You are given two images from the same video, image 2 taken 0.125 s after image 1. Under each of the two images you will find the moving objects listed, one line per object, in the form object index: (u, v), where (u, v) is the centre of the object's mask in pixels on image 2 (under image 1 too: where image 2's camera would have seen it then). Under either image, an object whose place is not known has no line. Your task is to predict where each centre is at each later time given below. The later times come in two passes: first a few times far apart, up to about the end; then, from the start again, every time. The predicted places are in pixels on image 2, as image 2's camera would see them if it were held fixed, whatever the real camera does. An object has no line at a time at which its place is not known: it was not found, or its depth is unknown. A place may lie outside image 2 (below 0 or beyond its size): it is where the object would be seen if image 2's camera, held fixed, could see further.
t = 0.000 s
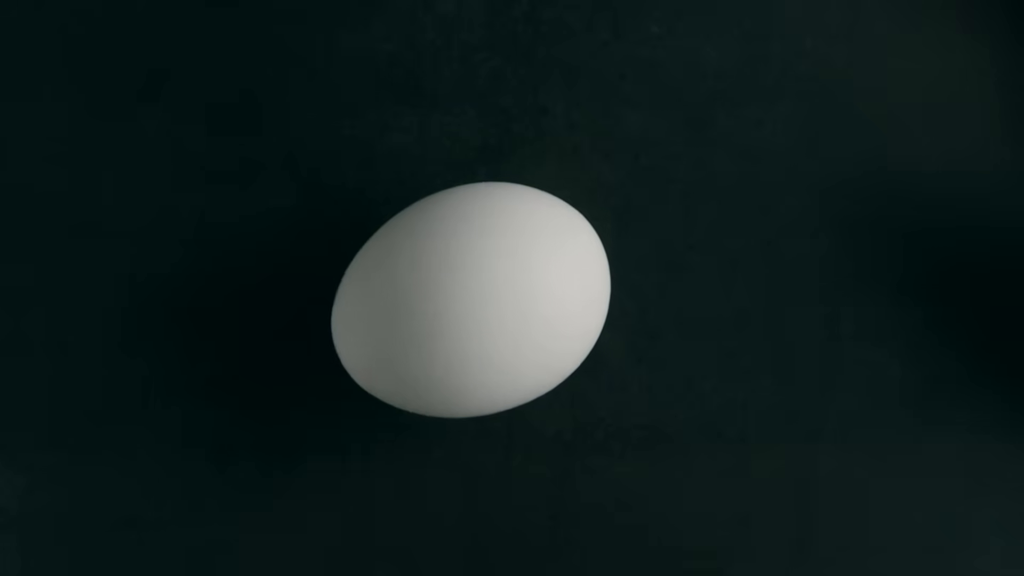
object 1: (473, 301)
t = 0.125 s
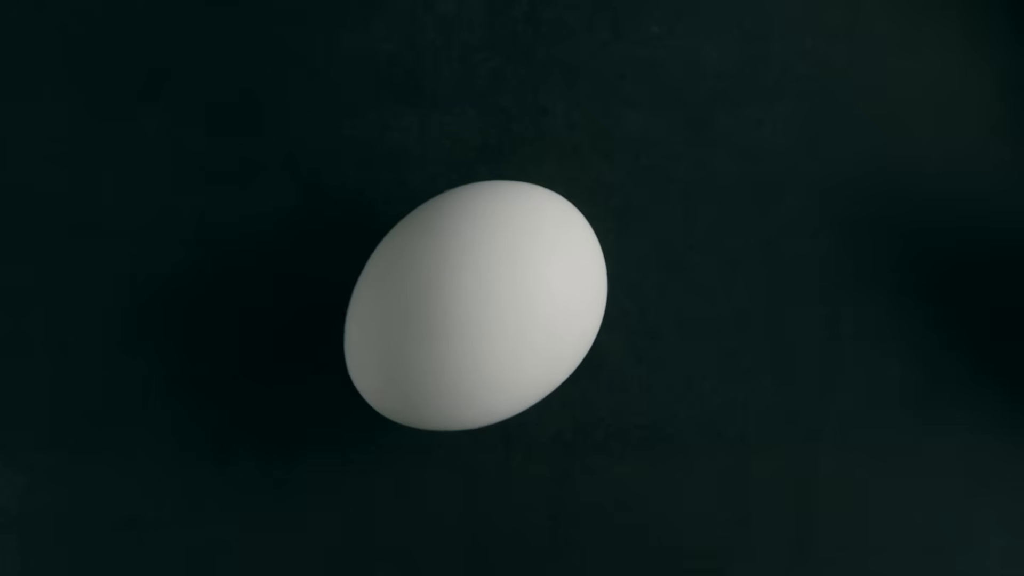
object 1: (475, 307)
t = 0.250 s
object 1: (482, 312)
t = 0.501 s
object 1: (500, 316)
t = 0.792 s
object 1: (520, 305)
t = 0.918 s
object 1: (526, 299)
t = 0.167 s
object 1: (477, 308)
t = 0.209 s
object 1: (479, 310)
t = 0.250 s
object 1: (482, 312)
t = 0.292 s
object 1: (484, 314)
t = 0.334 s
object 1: (487, 315)
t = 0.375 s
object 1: (490, 315)
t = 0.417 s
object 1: (493, 316)
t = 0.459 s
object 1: (496, 316)
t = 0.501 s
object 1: (500, 316)
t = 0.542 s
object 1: (503, 315)
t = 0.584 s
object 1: (506, 315)
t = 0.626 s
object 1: (509, 313)
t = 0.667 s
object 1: (512, 311)
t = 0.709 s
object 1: (515, 309)
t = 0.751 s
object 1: (517, 307)
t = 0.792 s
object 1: (520, 305)
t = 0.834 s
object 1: (522, 303)
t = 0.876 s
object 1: (524, 301)
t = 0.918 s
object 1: (526, 299)
